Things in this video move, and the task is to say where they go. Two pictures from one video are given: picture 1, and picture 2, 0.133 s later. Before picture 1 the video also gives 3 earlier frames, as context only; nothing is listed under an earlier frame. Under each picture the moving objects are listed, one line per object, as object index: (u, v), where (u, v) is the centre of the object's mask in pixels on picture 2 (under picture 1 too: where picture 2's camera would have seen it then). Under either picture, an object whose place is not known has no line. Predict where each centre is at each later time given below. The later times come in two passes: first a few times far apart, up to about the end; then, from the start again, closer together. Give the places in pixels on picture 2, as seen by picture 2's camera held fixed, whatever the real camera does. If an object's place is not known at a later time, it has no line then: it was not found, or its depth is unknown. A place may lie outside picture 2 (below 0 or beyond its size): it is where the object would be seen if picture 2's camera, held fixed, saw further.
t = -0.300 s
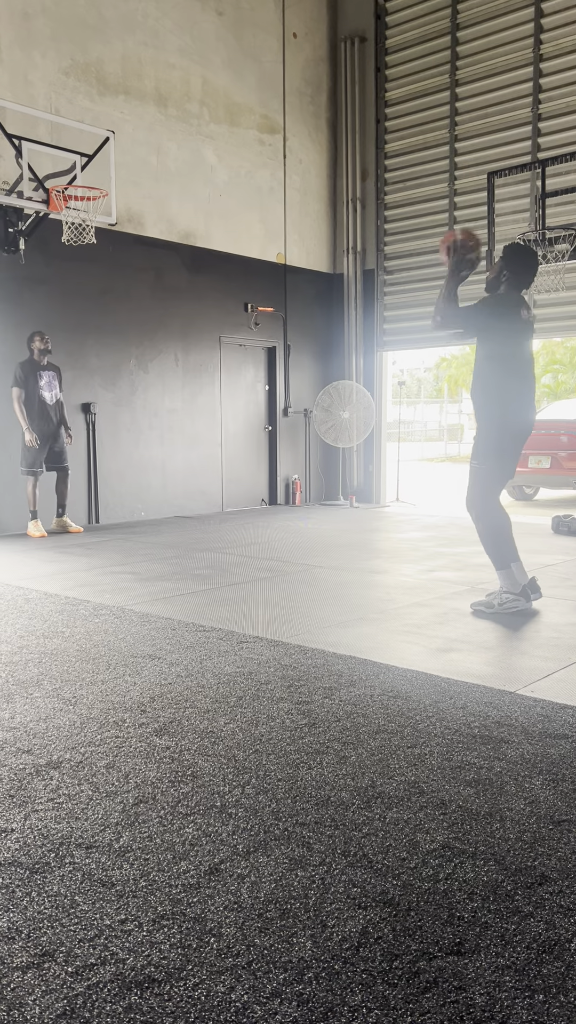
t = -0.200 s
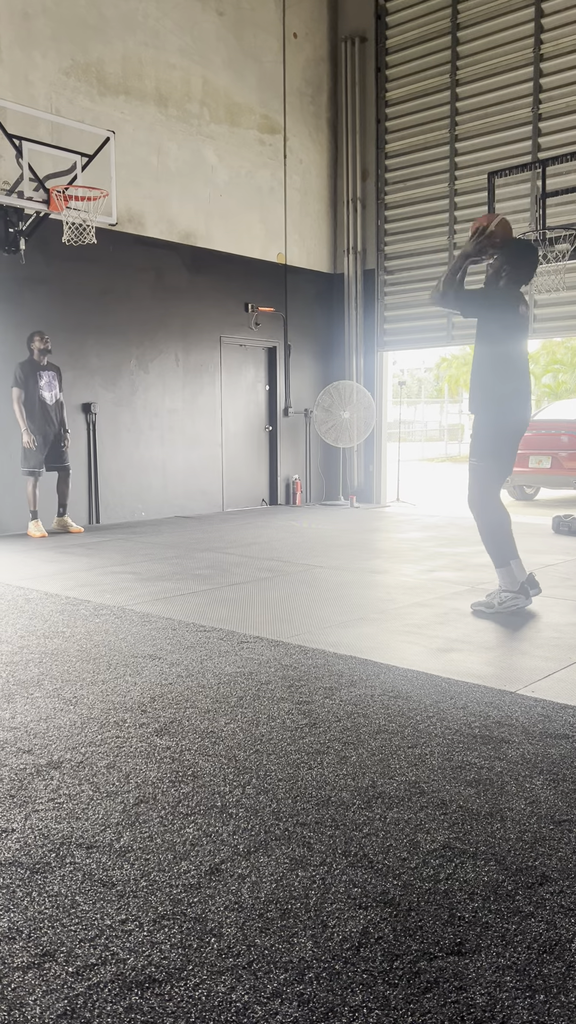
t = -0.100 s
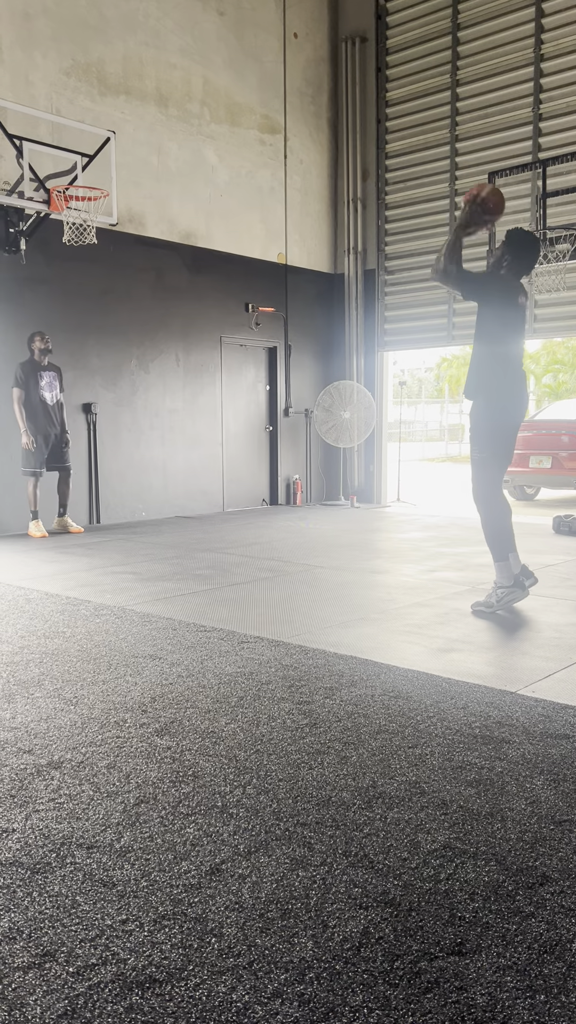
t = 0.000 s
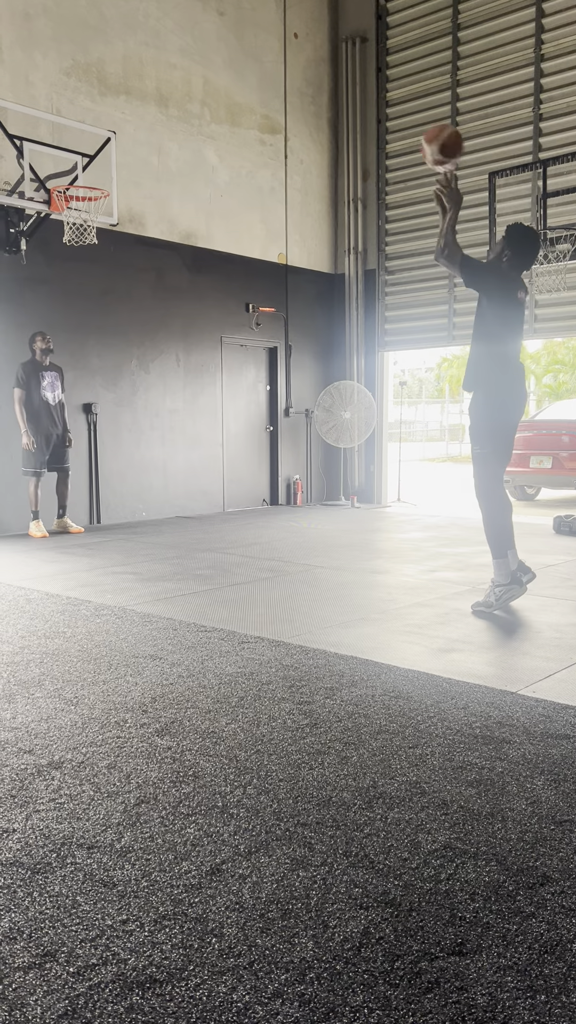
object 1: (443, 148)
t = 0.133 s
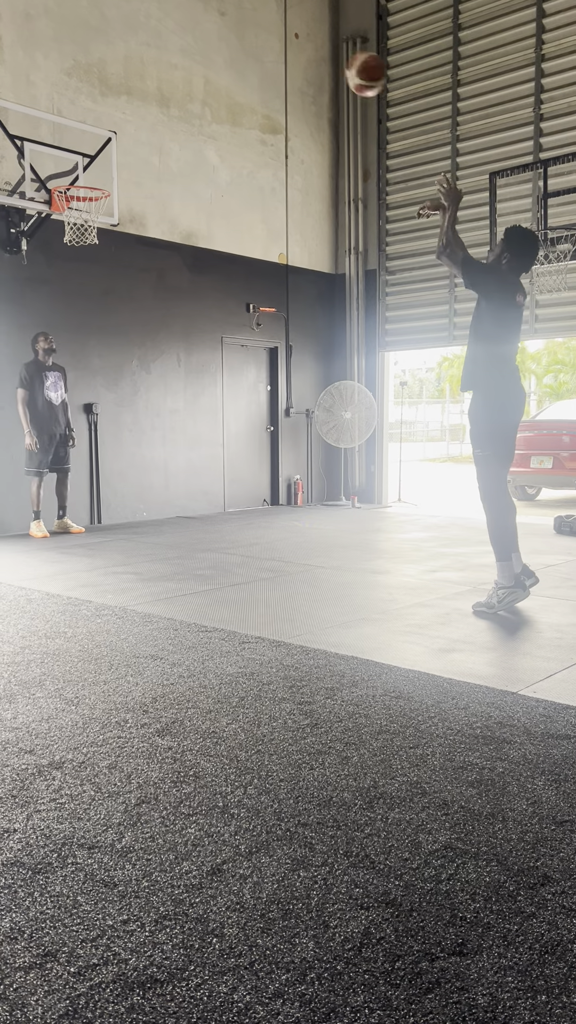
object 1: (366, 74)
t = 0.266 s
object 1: (300, 38)
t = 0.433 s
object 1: (227, 35)
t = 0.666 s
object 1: (145, 94)
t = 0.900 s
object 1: (90, 176)
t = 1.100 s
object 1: (69, 210)
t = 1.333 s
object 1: (73, 242)
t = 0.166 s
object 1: (348, 62)
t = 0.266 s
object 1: (300, 38)
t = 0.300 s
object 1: (284, 34)
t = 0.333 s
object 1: (269, 31)
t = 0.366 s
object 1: (255, 31)
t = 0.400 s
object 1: (241, 33)
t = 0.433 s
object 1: (227, 35)
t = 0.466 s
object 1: (214, 40)
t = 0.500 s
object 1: (201, 46)
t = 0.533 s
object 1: (190, 53)
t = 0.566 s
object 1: (178, 61)
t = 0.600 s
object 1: (167, 72)
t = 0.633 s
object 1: (156, 82)
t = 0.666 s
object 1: (145, 94)
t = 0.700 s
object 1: (135, 107)
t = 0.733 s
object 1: (125, 122)
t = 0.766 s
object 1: (116, 137)
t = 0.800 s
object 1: (107, 153)
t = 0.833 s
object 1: (97, 171)
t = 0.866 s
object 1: (93, 177)
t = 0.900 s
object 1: (90, 176)
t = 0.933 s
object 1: (86, 176)
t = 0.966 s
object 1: (82, 180)
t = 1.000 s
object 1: (78, 182)
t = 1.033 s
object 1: (73, 197)
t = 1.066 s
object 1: (75, 199)
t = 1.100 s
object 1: (69, 210)
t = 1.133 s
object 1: (68, 216)
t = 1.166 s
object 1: (68, 213)
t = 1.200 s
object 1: (69, 218)
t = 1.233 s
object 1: (68, 223)
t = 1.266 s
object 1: (71, 228)
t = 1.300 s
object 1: (72, 237)
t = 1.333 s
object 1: (73, 242)
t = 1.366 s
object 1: (75, 248)
